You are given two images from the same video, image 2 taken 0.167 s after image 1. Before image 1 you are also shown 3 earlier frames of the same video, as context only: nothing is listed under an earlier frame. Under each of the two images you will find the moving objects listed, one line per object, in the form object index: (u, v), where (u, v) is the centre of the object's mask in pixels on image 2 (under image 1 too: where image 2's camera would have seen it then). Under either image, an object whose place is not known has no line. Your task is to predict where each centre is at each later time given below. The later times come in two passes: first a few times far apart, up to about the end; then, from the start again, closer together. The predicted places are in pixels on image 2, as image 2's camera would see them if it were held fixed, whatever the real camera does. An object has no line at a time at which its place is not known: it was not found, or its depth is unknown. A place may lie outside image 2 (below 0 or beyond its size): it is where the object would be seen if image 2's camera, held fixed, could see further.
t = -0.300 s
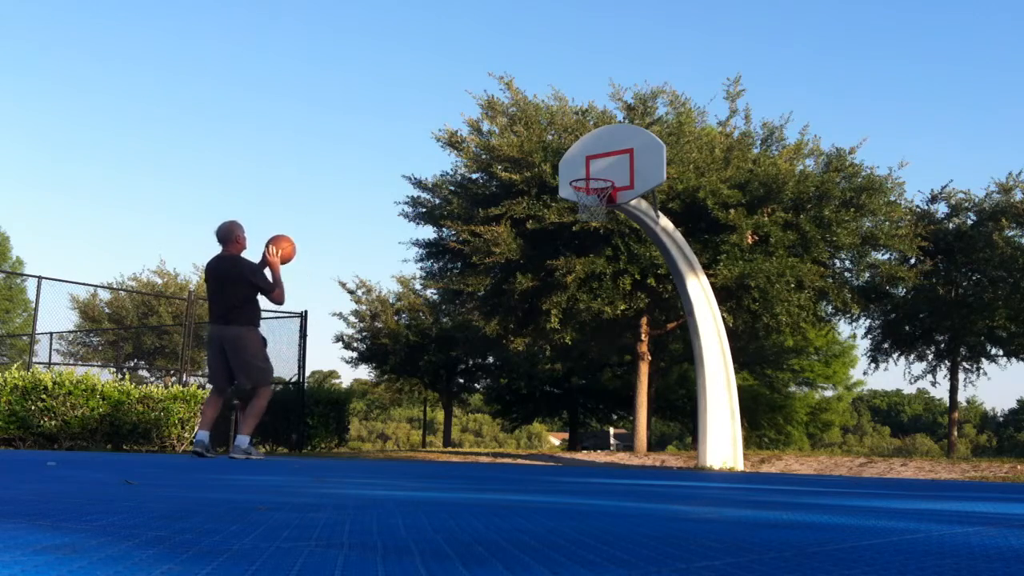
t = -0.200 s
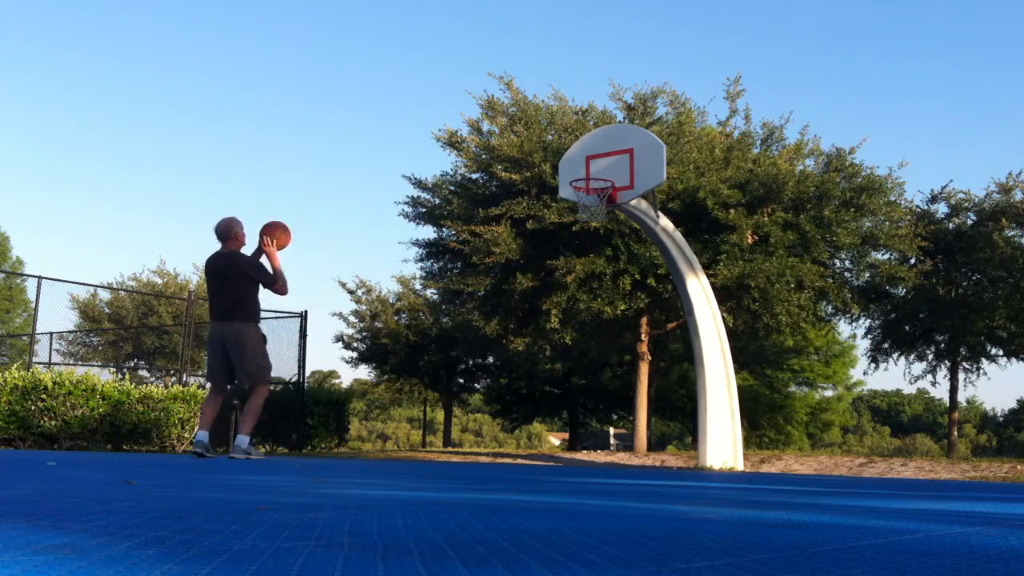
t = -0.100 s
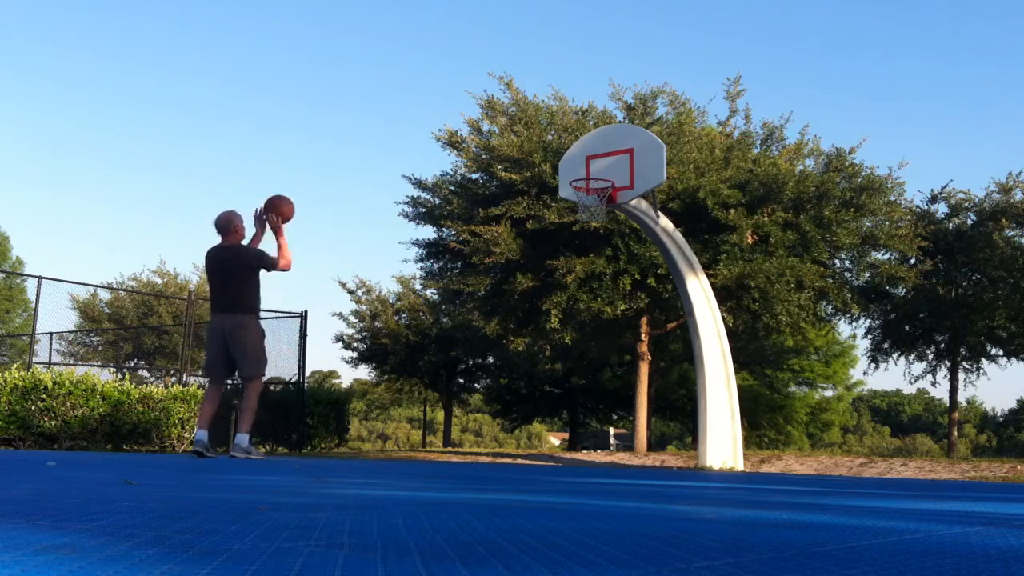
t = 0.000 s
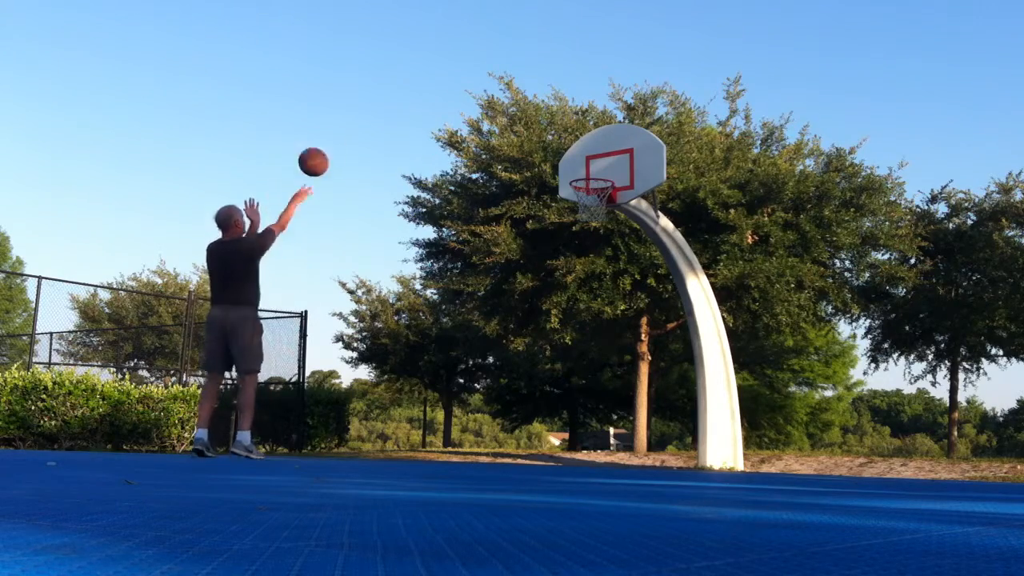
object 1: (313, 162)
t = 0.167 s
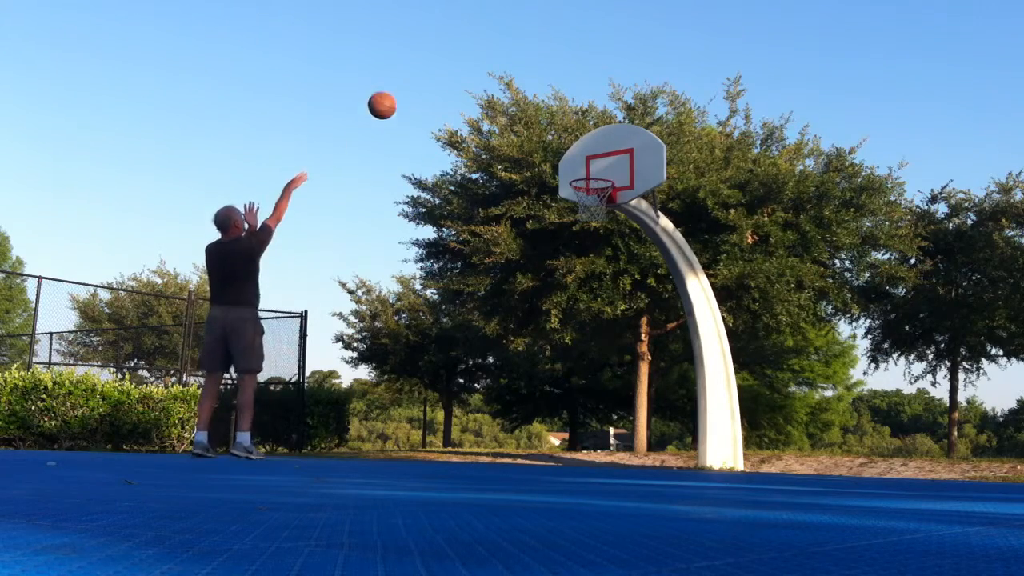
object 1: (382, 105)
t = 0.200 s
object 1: (394, 98)
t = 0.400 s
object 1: (461, 81)
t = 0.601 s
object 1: (518, 105)
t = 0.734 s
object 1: (553, 139)
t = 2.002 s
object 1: (649, 449)
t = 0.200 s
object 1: (394, 98)
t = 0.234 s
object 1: (406, 92)
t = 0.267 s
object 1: (418, 88)
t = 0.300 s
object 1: (429, 84)
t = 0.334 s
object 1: (440, 82)
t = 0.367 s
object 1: (451, 81)
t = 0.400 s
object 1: (461, 81)
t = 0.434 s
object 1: (471, 83)
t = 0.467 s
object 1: (481, 85)
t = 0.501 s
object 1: (491, 89)
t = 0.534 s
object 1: (500, 93)
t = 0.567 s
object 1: (510, 98)
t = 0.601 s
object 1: (518, 105)
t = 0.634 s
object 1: (528, 112)
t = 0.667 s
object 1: (536, 120)
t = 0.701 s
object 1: (545, 129)
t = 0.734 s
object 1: (553, 139)
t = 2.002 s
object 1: (649, 449)
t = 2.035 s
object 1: (653, 446)
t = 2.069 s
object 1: (654, 429)
